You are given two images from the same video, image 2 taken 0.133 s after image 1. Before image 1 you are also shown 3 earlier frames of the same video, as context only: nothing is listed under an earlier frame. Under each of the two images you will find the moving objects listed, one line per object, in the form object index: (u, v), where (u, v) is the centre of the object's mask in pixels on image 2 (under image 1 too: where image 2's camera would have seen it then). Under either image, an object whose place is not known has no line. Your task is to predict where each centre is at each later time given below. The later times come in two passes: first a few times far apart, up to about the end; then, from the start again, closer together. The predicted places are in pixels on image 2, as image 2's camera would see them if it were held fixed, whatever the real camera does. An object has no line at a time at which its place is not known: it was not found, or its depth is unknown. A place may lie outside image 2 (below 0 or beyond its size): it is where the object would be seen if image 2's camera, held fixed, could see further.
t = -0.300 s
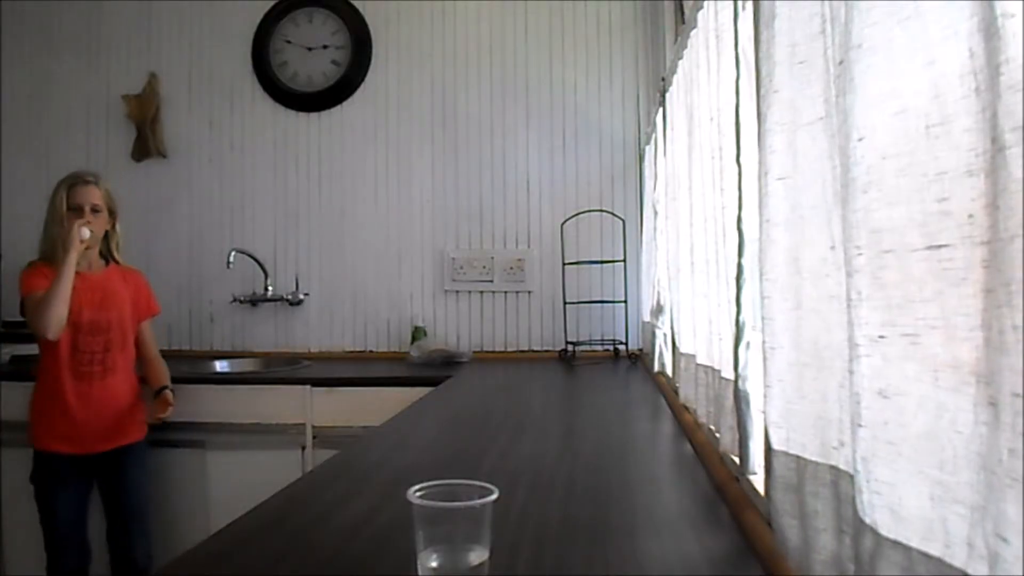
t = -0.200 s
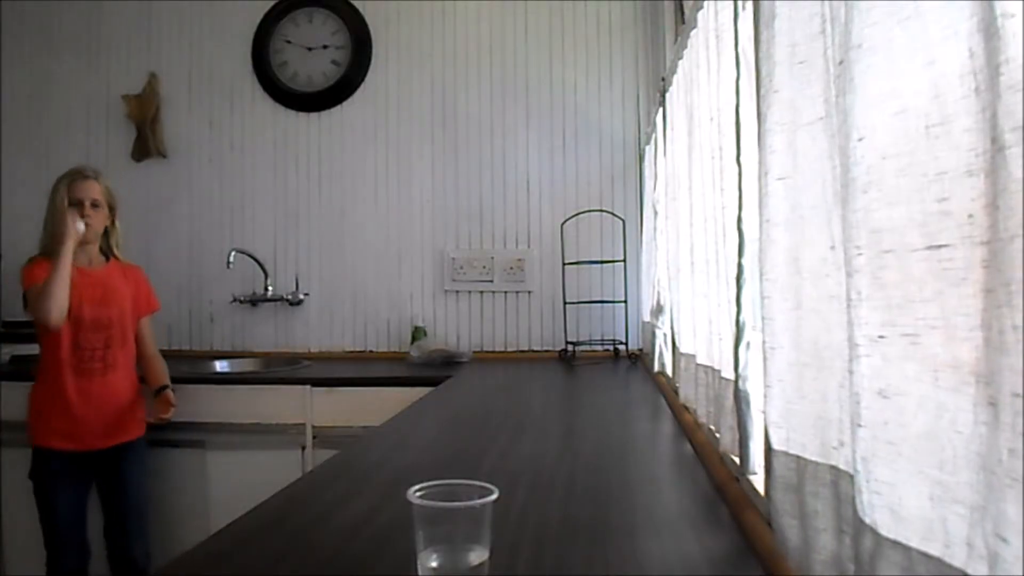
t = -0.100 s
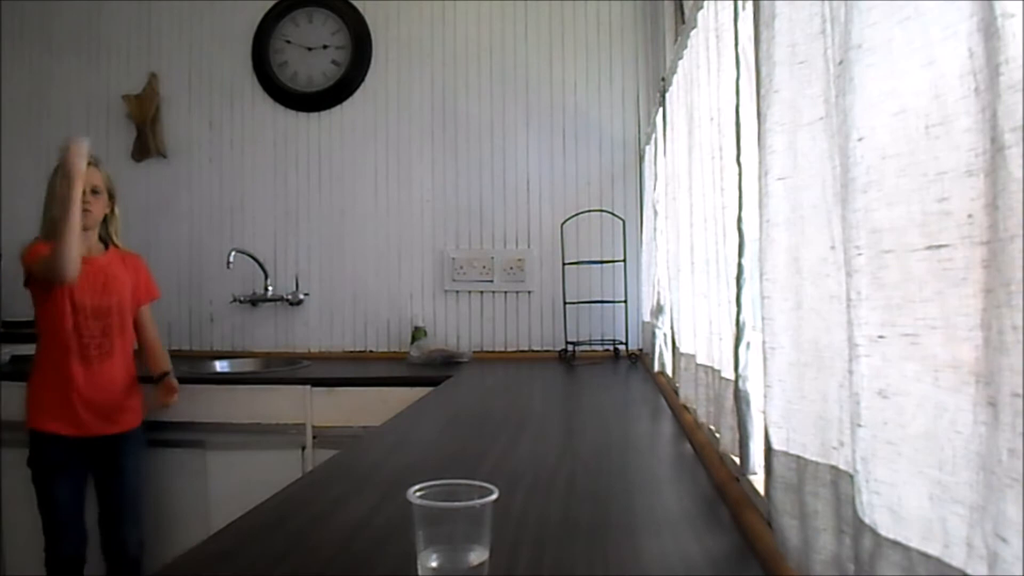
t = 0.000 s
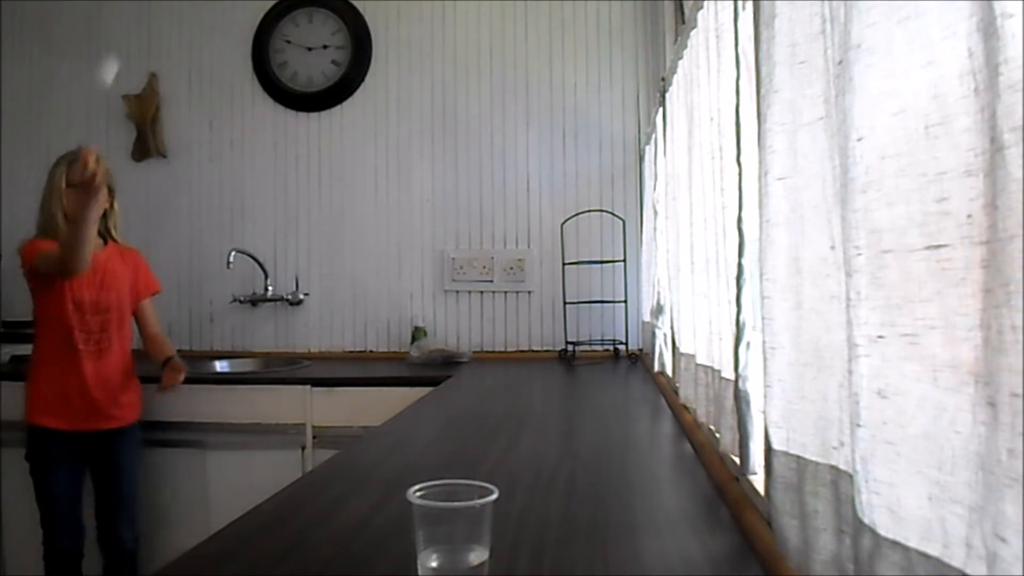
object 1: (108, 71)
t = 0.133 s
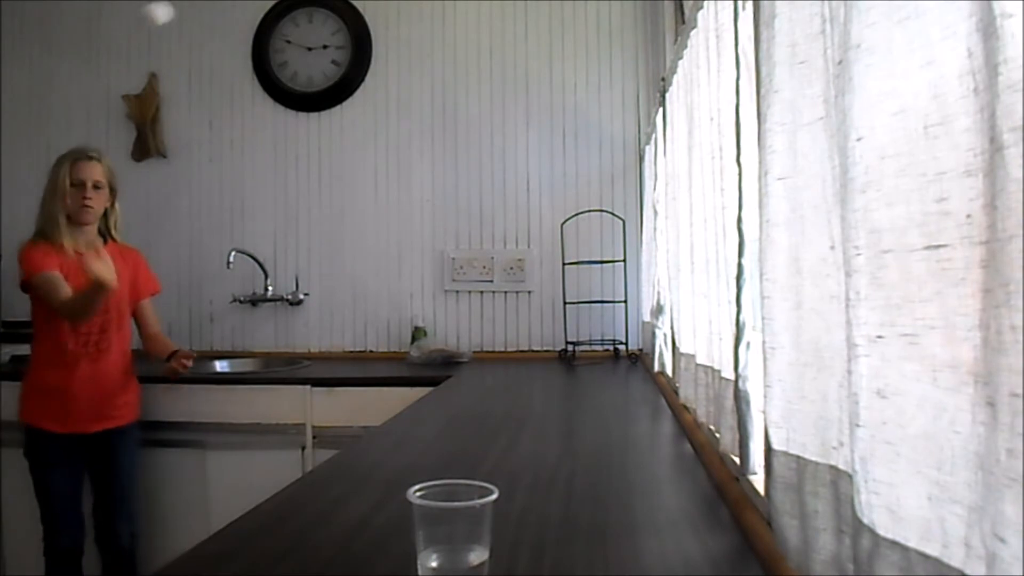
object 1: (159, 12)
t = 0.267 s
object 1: (240, 53)
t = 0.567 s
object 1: (449, 537)
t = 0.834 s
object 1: (467, 537)
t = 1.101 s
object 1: (466, 537)
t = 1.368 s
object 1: (466, 537)
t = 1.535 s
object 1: (466, 536)
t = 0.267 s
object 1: (240, 53)
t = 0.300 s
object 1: (269, 92)
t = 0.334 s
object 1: (303, 144)
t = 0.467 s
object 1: (445, 543)
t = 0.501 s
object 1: (448, 551)
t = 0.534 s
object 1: (447, 545)
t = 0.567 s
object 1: (449, 537)
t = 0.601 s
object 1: (456, 534)
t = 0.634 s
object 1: (460, 536)
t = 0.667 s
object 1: (464, 539)
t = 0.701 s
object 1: (466, 538)
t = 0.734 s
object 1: (467, 537)
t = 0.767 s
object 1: (468, 536)
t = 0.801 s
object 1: (467, 536)
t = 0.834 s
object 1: (467, 537)
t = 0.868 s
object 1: (466, 537)
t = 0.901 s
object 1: (467, 537)
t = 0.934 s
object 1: (466, 537)
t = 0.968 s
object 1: (466, 536)
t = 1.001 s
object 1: (466, 536)
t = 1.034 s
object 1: (466, 536)
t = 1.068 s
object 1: (466, 537)
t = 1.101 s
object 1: (466, 537)
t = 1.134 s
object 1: (466, 537)
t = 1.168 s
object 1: (466, 537)
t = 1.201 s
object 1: (467, 536)
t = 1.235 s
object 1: (466, 536)
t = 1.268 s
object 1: (467, 536)
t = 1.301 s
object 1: (466, 536)
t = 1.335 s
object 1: (466, 537)
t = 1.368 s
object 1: (466, 537)
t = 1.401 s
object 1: (466, 536)
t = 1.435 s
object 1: (466, 536)
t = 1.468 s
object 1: (466, 536)
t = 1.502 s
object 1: (466, 536)
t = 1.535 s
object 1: (466, 536)
